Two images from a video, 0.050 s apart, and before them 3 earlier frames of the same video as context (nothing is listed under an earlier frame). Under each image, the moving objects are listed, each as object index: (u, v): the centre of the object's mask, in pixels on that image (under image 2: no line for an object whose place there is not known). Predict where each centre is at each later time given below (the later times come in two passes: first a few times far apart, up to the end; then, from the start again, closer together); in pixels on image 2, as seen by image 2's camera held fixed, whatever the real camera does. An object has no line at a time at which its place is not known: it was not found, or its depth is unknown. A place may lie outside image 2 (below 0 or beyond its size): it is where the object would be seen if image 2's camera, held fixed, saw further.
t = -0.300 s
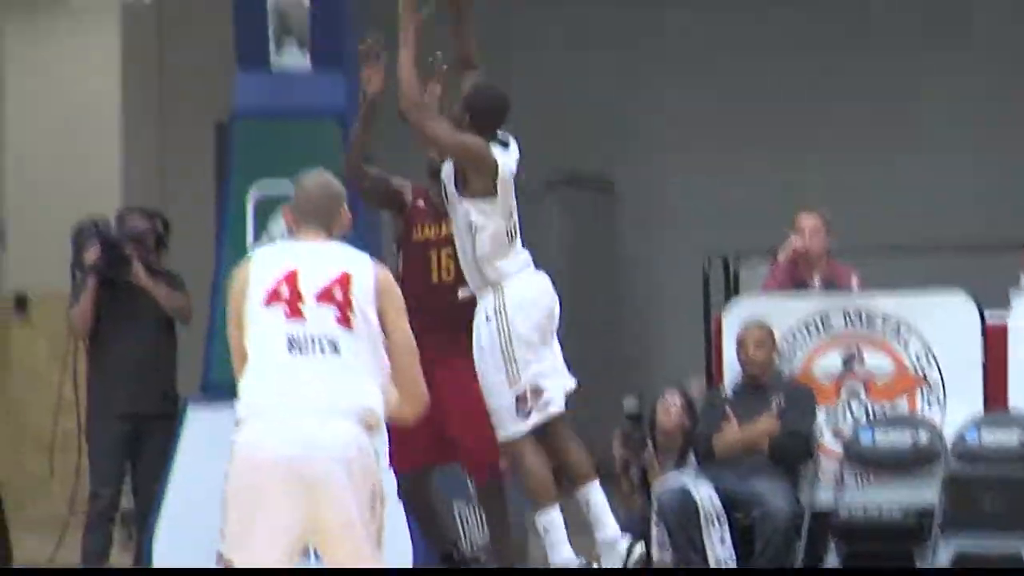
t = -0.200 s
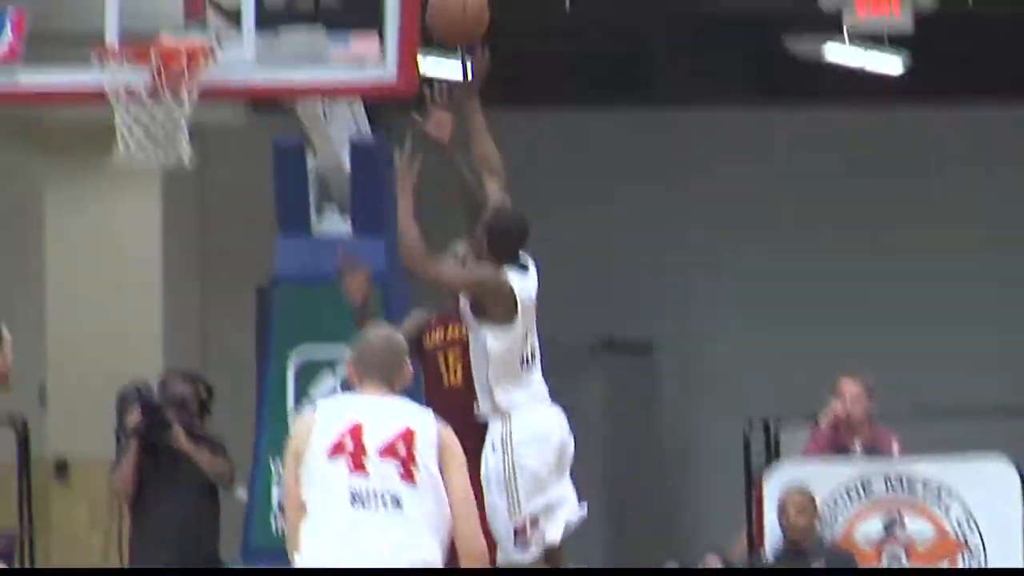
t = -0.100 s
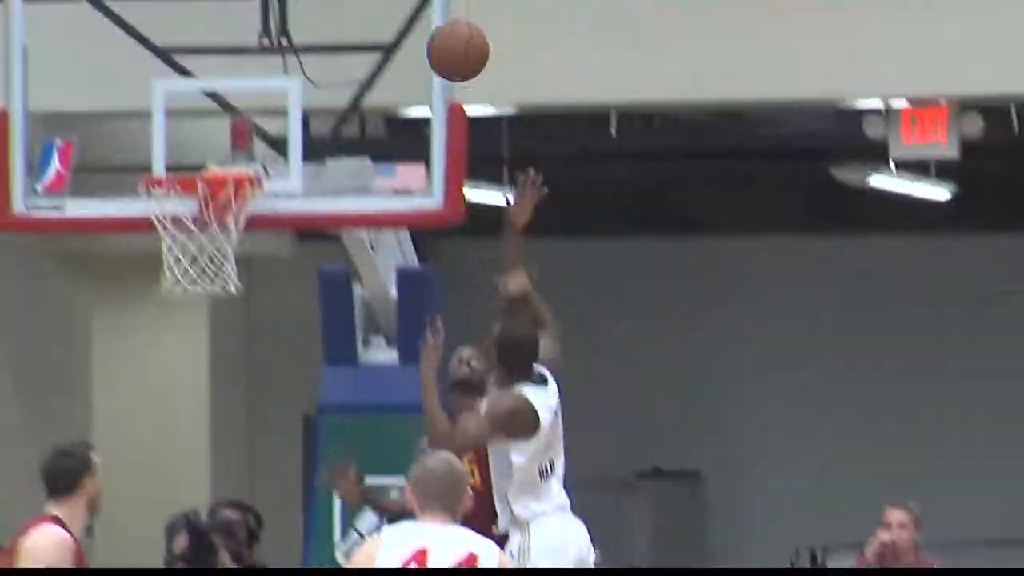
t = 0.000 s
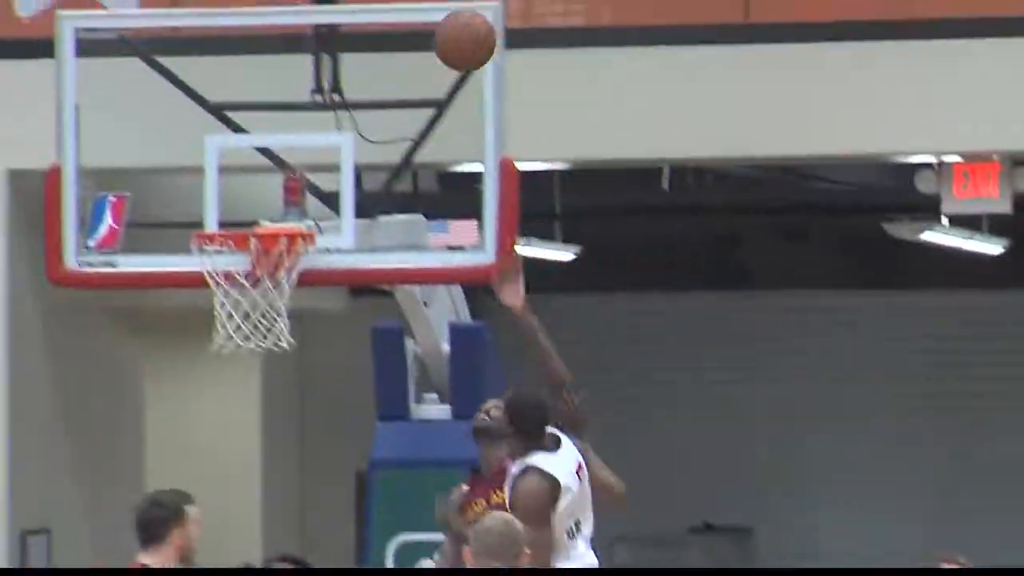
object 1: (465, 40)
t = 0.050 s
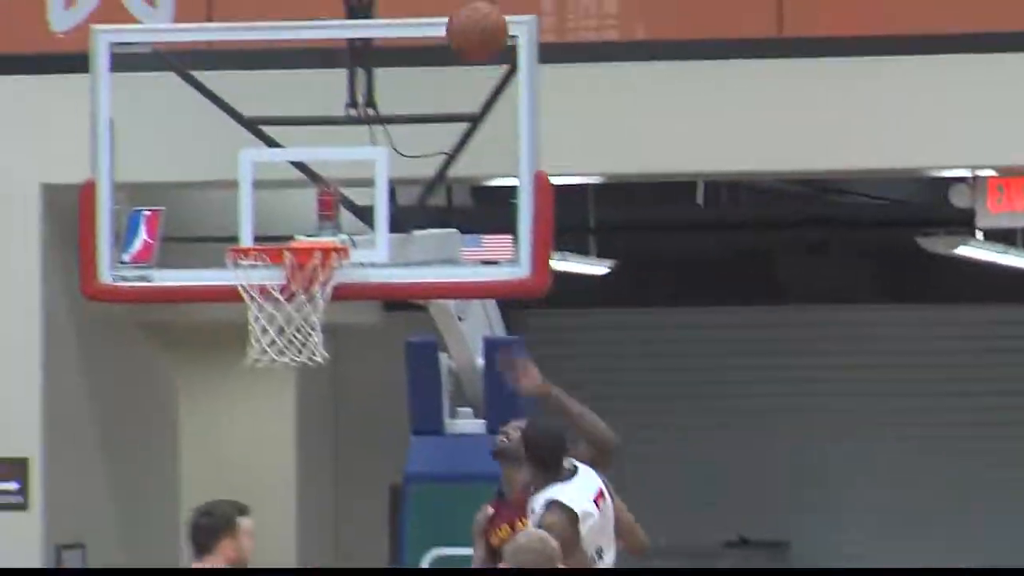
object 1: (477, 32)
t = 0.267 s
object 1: (385, 30)
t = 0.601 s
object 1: (249, 193)
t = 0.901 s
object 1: (294, 160)
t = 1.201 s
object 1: (314, 223)
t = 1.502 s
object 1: (270, 264)
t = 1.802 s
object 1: (339, 425)
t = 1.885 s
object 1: (351, 502)
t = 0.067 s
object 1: (470, 25)
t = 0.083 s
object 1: (463, 22)
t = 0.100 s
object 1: (456, 18)
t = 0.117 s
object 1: (448, 14)
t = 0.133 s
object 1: (441, 11)
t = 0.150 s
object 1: (433, 10)
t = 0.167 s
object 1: (426, 9)
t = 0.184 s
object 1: (419, 10)
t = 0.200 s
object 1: (412, 12)
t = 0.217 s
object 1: (405, 15)
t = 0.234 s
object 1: (398, 19)
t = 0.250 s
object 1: (391, 24)
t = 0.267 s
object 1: (385, 30)
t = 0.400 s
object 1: (329, 65)
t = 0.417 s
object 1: (323, 69)
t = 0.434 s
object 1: (316, 72)
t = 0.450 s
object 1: (309, 78)
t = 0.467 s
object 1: (302, 87)
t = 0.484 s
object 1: (296, 98)
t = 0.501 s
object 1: (289, 110)
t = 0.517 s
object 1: (282, 122)
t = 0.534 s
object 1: (275, 136)
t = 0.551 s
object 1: (269, 149)
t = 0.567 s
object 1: (262, 163)
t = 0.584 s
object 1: (256, 178)
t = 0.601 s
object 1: (249, 193)
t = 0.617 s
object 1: (243, 209)
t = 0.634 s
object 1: (238, 222)
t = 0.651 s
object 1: (241, 217)
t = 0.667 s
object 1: (244, 209)
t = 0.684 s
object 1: (247, 200)
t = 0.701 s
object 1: (251, 193)
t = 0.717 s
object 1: (255, 186)
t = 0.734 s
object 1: (258, 181)
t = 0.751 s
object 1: (262, 176)
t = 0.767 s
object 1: (266, 171)
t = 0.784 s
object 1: (269, 168)
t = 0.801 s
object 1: (273, 164)
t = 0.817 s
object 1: (277, 162)
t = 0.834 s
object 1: (280, 160)
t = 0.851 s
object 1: (283, 159)
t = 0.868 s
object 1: (287, 158)
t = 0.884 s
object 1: (291, 159)
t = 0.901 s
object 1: (294, 160)
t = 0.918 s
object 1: (298, 161)
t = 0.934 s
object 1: (301, 163)
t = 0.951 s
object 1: (305, 167)
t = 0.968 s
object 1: (308, 170)
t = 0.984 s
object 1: (310, 172)
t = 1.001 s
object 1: (311, 174)
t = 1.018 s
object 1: (312, 176)
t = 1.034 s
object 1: (313, 179)
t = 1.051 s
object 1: (314, 183)
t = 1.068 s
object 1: (316, 188)
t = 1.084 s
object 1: (317, 193)
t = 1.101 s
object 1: (317, 198)
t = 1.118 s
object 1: (319, 206)
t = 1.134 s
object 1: (320, 212)
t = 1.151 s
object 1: (321, 219)
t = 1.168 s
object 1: (321, 223)
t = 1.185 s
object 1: (318, 223)
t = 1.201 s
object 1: (314, 223)
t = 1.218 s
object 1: (310, 223)
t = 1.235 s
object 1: (306, 223)
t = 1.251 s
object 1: (303, 224)
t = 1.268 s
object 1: (298, 225)
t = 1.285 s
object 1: (294, 227)
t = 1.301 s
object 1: (291, 229)
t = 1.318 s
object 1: (287, 230)
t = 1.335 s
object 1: (285, 230)
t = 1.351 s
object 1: (282, 231)
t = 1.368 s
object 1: (277, 237)
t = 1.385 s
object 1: (273, 239)
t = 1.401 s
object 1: (270, 241)
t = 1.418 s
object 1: (267, 245)
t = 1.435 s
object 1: (266, 246)
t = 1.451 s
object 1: (264, 252)
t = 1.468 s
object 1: (265, 254)
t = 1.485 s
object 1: (266, 258)
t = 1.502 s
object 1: (270, 264)
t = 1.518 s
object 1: (277, 271)
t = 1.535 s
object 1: (281, 274)
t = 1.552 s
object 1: (286, 278)
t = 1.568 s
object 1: (291, 287)
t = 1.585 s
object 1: (297, 294)
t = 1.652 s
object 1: (316, 324)
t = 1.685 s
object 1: (323, 356)
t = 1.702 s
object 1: (324, 359)
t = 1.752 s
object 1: (332, 385)
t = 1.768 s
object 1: (334, 398)
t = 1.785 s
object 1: (336, 410)
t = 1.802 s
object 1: (339, 425)
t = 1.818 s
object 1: (342, 439)
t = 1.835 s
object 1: (345, 454)
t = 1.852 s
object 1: (347, 470)
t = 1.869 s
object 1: (349, 487)
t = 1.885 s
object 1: (351, 502)
